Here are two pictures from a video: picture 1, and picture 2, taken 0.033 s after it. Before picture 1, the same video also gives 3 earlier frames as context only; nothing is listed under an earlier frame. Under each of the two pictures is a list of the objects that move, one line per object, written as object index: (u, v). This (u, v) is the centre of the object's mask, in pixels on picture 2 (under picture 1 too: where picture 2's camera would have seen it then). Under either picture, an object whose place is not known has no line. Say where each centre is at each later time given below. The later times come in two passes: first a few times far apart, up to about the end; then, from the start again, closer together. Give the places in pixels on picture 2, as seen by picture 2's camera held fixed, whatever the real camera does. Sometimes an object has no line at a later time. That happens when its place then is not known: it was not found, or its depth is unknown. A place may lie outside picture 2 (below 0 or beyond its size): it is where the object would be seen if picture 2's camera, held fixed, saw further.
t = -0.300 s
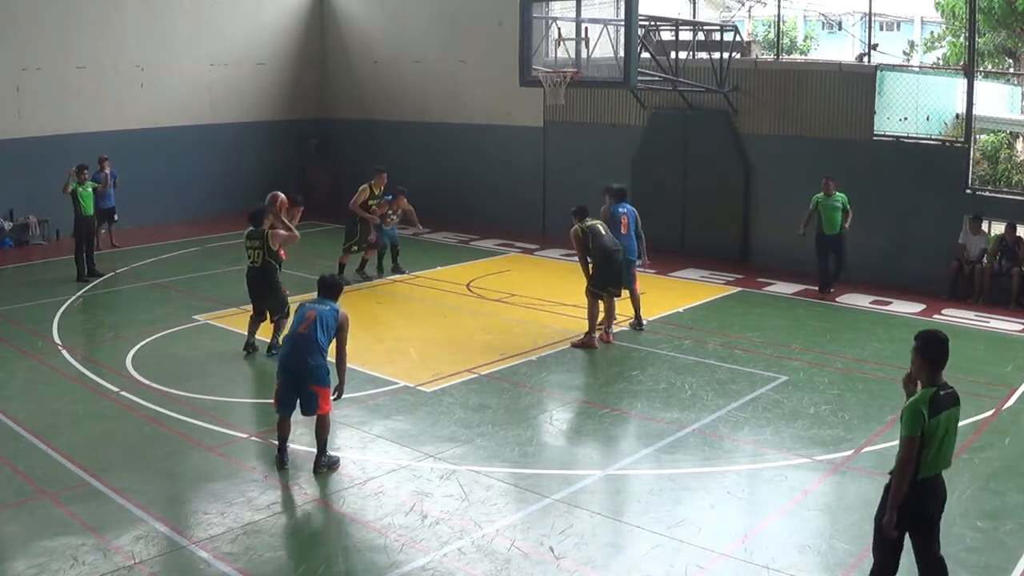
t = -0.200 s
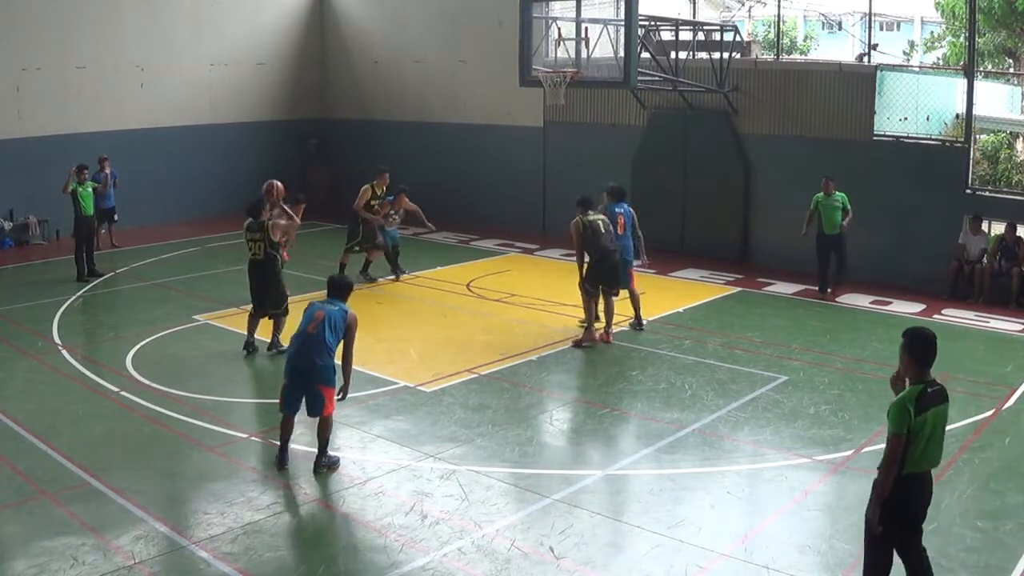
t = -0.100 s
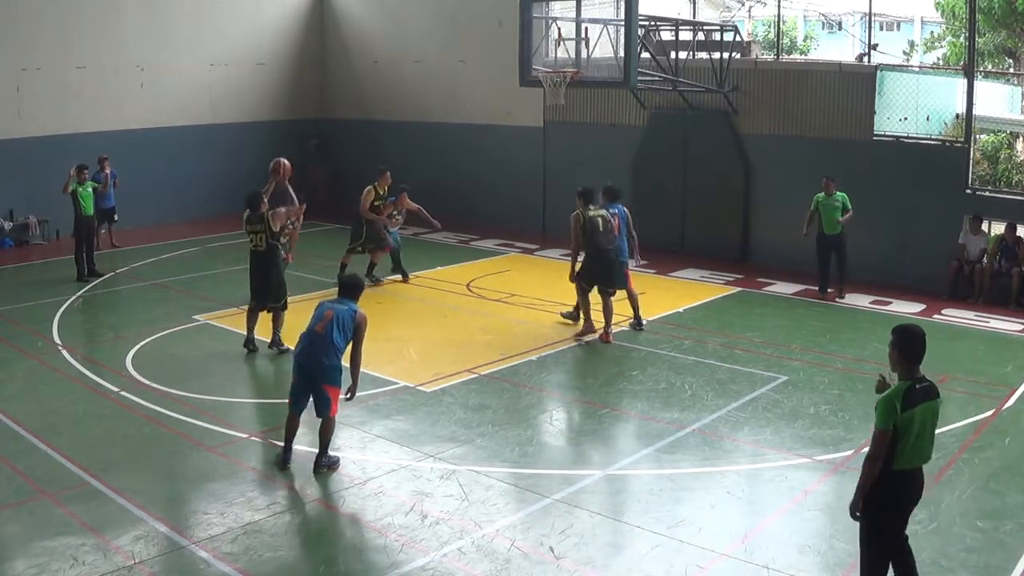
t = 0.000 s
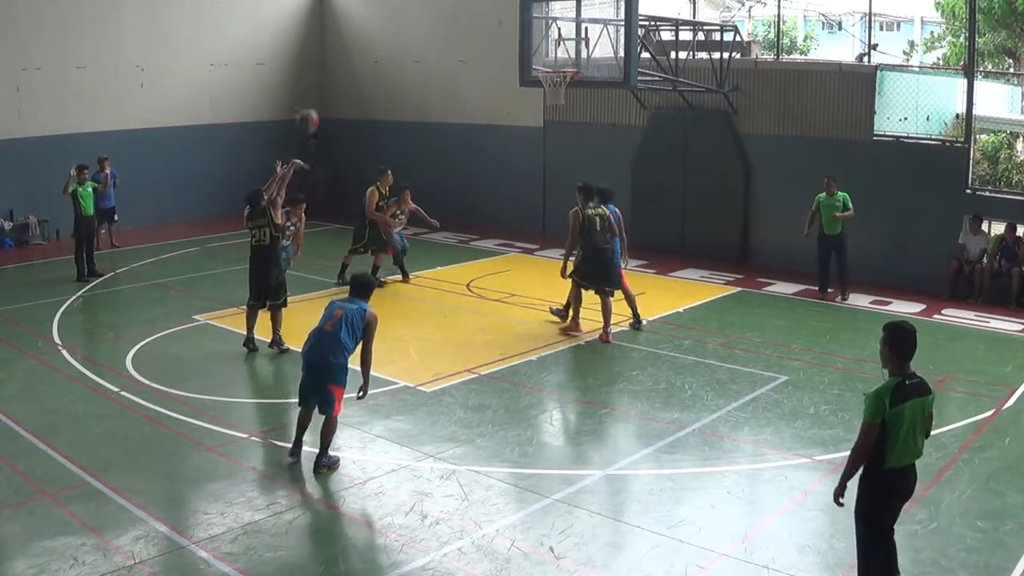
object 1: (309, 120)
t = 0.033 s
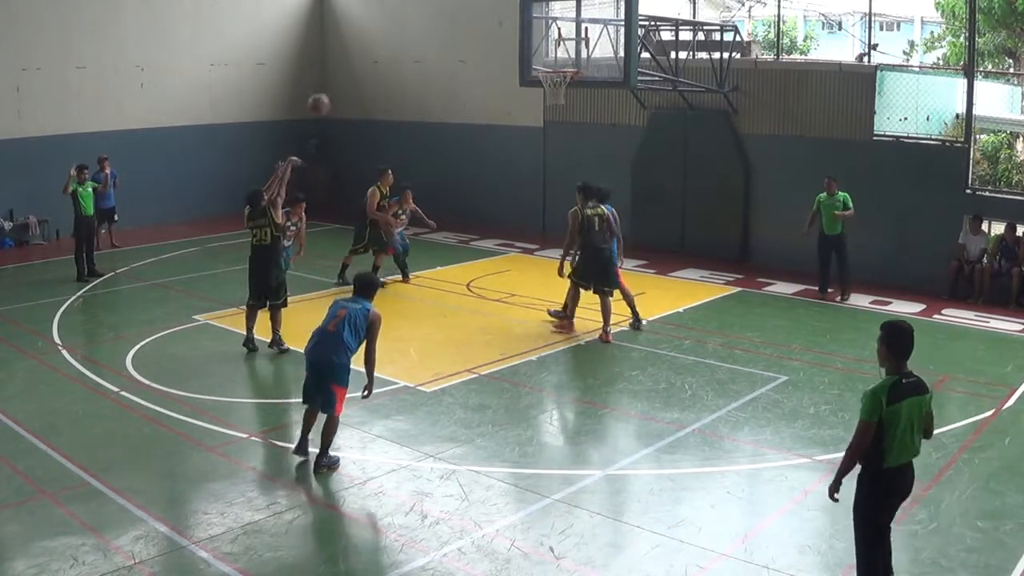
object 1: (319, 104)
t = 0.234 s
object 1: (382, 37)
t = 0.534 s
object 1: (467, 8)
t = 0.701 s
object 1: (507, 21)
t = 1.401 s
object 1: (553, 109)
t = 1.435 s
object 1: (553, 117)
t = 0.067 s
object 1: (332, 88)
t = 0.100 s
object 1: (342, 77)
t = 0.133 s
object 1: (352, 64)
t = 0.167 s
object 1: (362, 54)
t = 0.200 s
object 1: (372, 45)
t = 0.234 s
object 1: (382, 37)
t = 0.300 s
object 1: (402, 24)
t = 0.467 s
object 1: (449, 7)
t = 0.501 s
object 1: (458, 7)
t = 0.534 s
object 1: (467, 8)
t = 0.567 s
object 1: (475, 8)
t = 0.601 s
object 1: (483, 9)
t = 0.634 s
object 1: (492, 12)
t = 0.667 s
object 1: (499, 16)
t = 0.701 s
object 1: (507, 21)
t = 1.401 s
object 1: (553, 109)
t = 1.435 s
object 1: (553, 117)
